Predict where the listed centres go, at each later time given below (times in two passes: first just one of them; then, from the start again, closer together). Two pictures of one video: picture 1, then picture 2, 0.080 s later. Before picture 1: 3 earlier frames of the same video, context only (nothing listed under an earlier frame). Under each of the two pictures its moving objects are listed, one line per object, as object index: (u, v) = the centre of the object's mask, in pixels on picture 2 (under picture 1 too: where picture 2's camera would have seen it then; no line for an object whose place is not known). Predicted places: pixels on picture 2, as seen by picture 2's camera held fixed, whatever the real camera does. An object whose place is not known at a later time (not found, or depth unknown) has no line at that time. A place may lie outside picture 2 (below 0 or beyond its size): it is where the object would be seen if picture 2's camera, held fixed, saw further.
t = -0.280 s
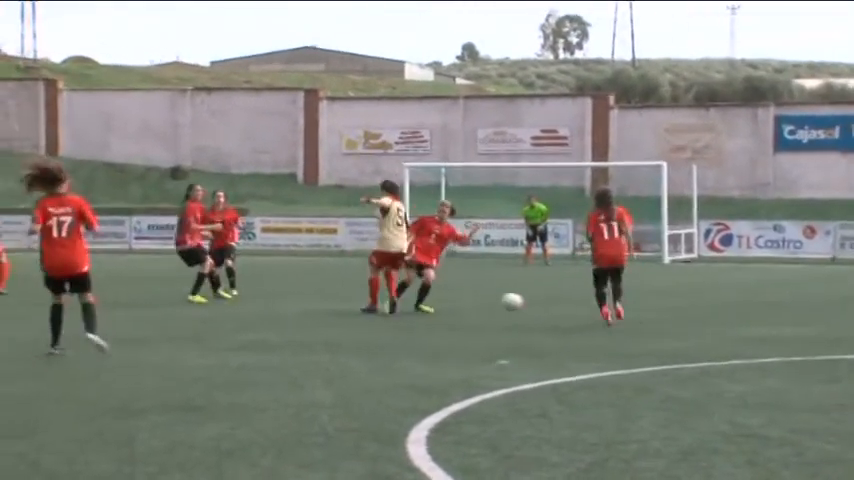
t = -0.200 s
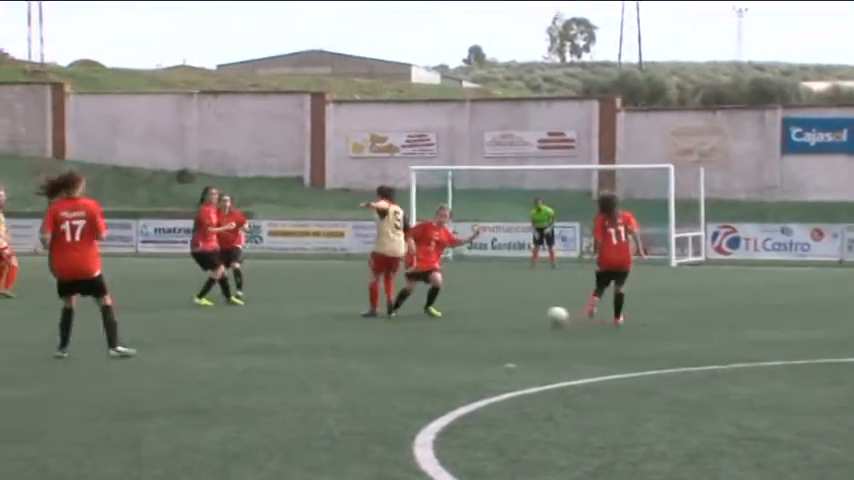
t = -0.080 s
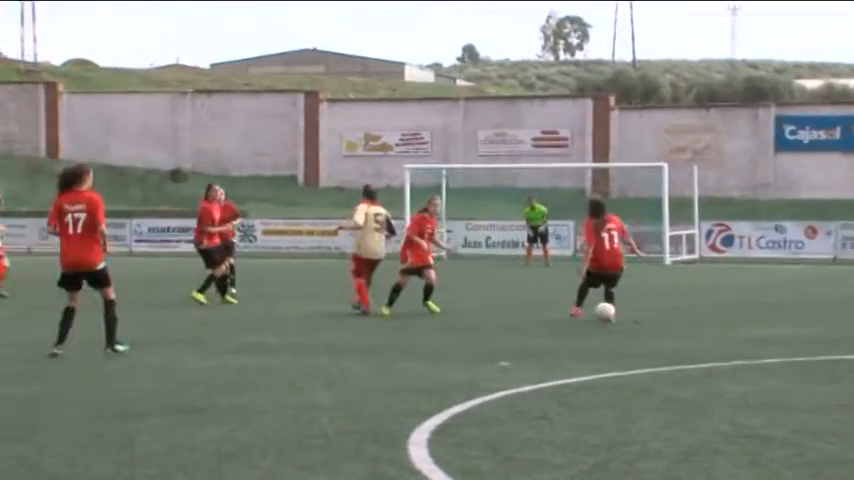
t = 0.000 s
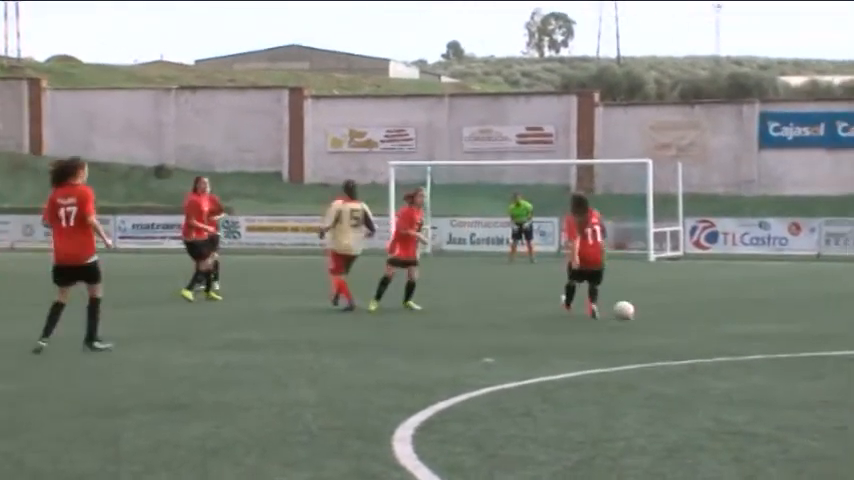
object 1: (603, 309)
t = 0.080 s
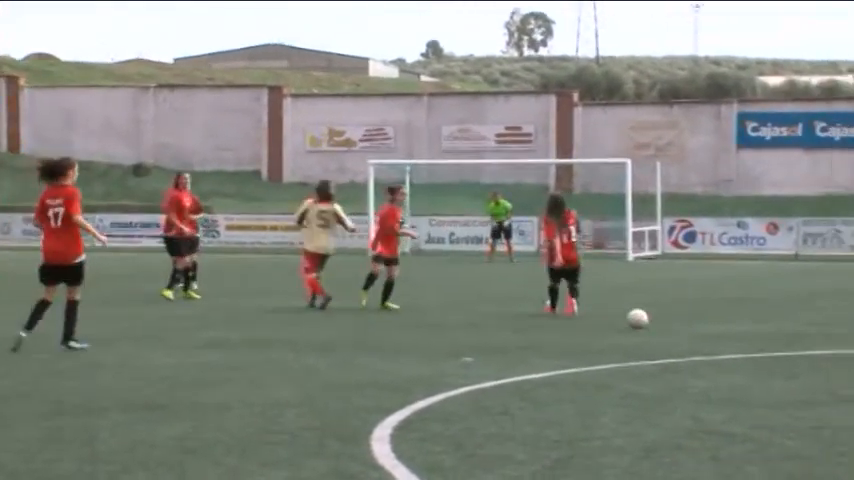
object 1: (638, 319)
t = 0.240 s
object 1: (696, 320)
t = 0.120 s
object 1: (652, 317)
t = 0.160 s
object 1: (666, 316)
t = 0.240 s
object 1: (696, 320)
